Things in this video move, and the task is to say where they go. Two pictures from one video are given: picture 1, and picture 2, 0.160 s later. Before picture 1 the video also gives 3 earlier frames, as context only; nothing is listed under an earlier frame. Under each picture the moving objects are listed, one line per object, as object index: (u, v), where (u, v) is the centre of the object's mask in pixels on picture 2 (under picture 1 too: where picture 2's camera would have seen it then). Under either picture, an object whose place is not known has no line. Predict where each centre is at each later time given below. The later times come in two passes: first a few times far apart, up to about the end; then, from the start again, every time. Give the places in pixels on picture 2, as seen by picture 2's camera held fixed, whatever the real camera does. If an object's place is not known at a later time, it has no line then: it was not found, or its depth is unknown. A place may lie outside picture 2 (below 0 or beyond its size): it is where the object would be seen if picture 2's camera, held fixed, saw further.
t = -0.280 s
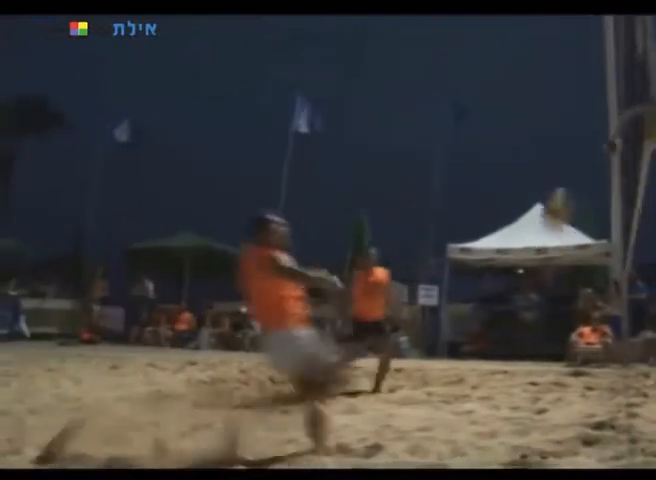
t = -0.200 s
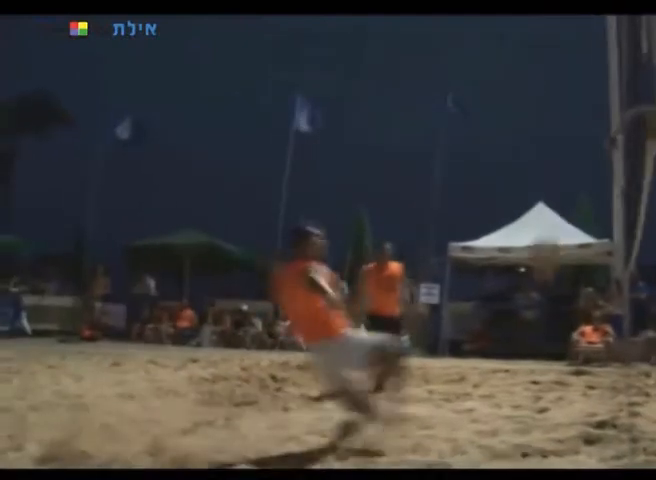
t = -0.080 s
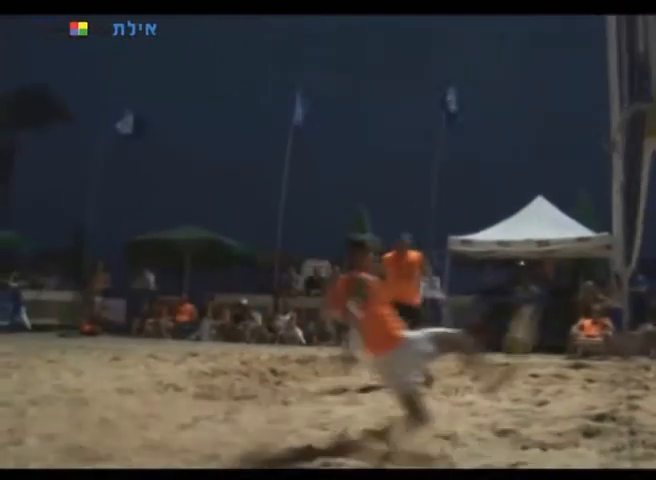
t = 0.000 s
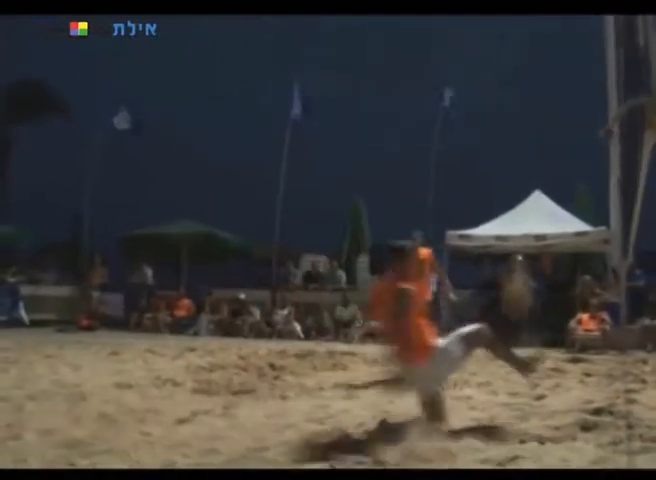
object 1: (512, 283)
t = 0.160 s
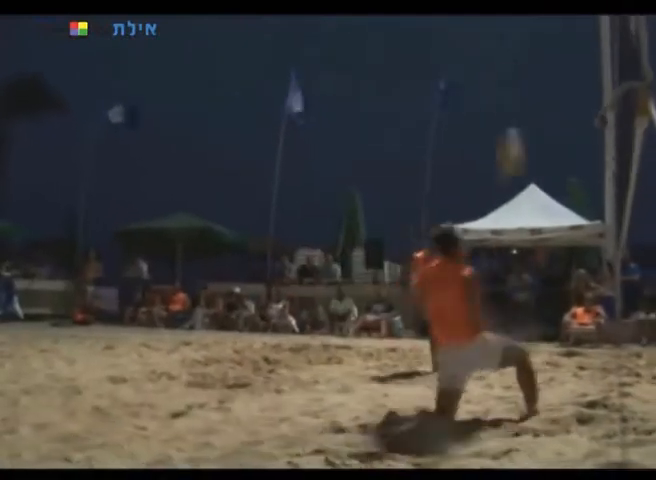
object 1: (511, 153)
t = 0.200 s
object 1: (511, 129)
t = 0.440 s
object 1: (508, 36)
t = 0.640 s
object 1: (504, 21)
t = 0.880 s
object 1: (503, 60)
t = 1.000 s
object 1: (502, 106)
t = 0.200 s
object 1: (511, 129)
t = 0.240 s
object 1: (510, 106)
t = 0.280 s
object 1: (510, 87)
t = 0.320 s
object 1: (509, 69)
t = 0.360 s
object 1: (509, 57)
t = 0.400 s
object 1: (509, 45)
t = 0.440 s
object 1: (508, 36)
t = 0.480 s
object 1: (507, 28)
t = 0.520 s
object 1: (506, 24)
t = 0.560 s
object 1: (505, 22)
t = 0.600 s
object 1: (505, 21)
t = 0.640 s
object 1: (504, 21)
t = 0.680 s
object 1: (505, 22)
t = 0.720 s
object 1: (504, 24)
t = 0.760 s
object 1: (503, 28)
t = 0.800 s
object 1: (504, 37)
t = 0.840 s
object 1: (503, 48)
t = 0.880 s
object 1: (503, 60)
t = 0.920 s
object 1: (503, 73)
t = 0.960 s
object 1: (502, 88)
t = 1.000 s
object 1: (502, 106)
